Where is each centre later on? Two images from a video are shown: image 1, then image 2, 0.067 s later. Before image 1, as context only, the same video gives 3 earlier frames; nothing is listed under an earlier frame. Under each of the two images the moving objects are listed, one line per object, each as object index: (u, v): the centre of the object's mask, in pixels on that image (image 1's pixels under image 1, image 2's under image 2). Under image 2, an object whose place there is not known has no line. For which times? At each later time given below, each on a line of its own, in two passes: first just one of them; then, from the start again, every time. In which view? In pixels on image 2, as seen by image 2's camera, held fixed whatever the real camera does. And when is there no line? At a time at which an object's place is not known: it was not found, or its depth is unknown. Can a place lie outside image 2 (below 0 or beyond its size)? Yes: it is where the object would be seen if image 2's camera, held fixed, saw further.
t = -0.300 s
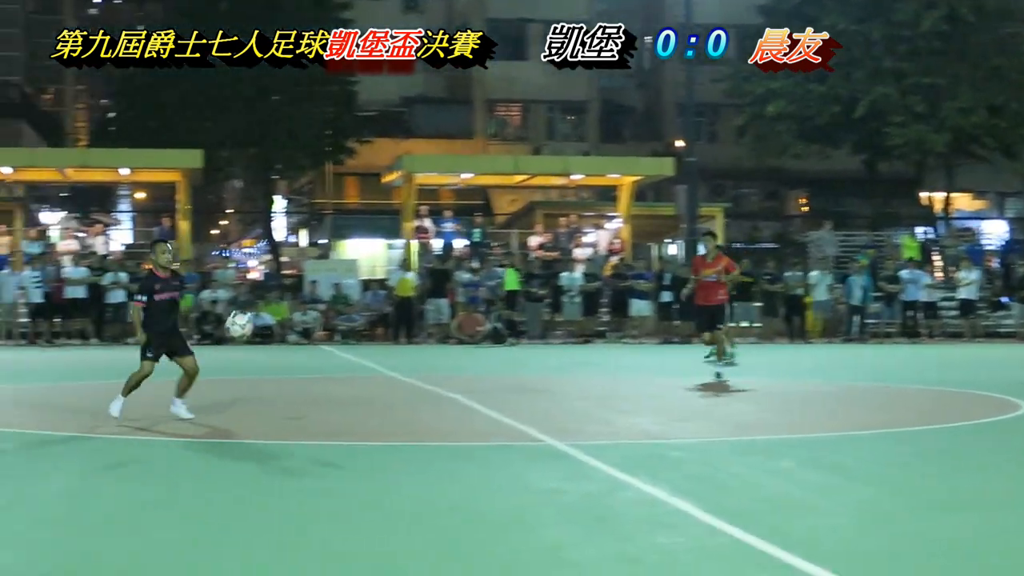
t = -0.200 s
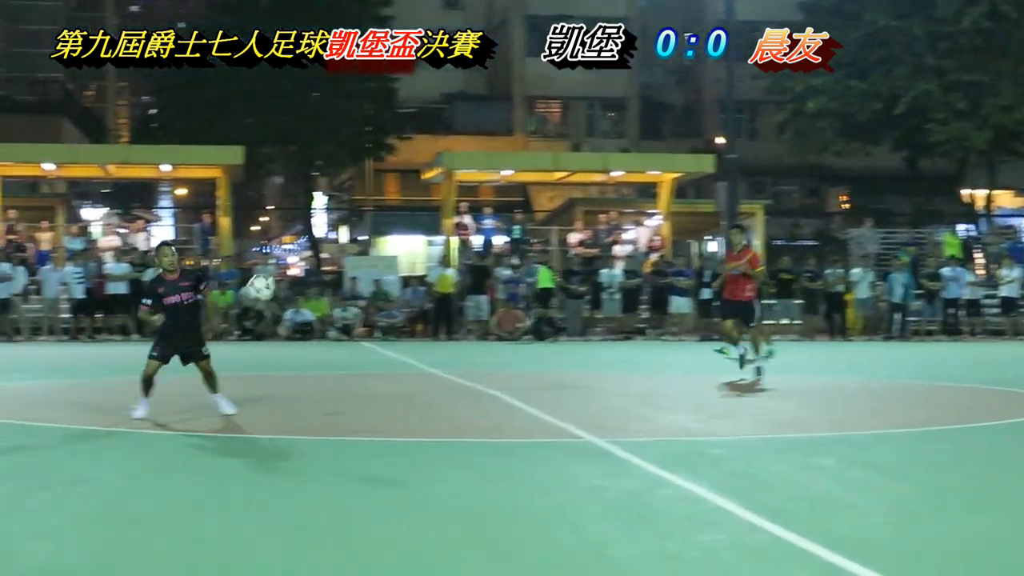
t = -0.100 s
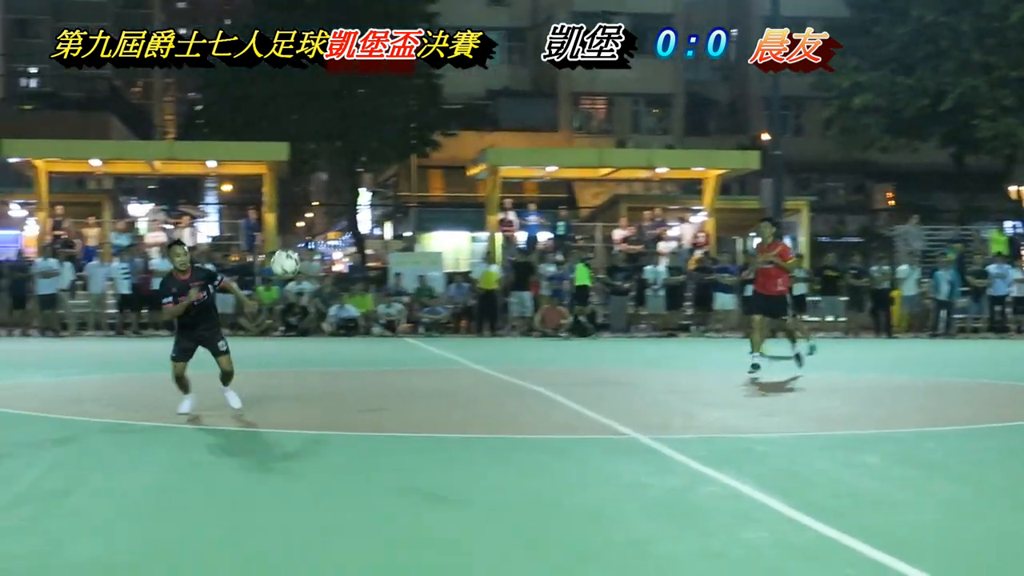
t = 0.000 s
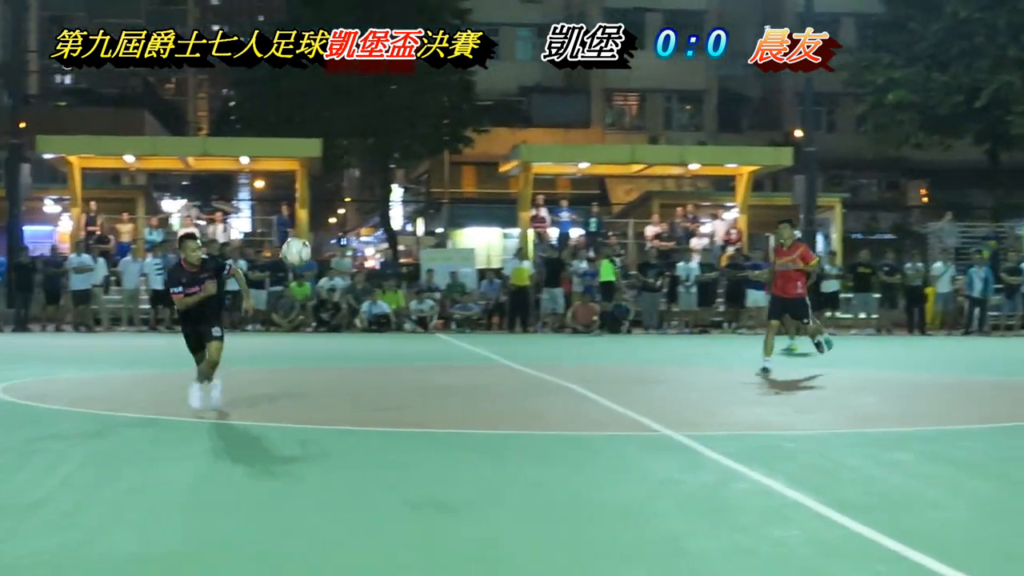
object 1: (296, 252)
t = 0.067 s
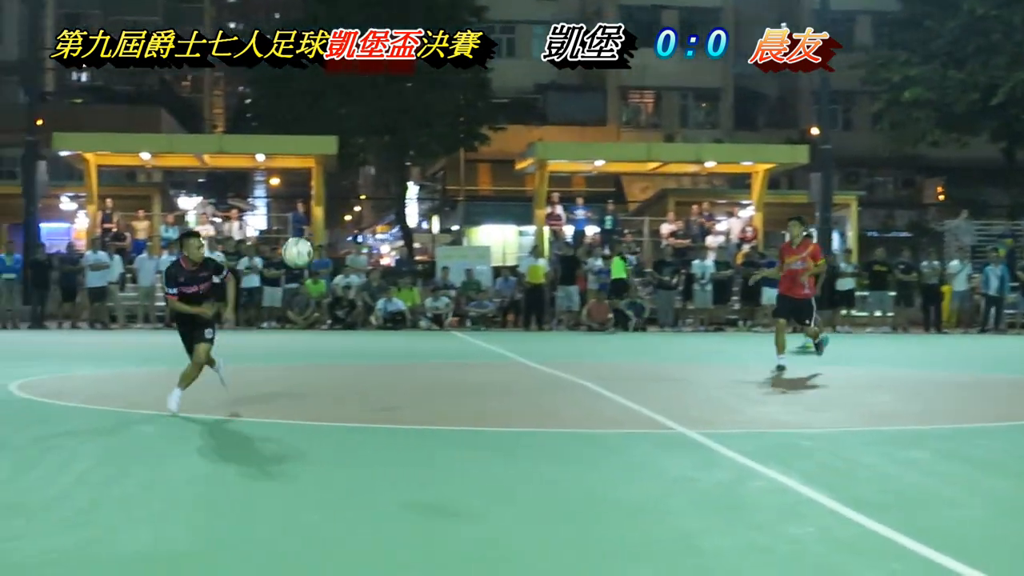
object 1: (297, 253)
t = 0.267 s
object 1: (265, 303)
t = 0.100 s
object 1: (292, 256)
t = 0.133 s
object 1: (286, 262)
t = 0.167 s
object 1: (281, 269)
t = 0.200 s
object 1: (276, 278)
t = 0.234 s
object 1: (270, 289)
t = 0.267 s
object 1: (265, 303)
